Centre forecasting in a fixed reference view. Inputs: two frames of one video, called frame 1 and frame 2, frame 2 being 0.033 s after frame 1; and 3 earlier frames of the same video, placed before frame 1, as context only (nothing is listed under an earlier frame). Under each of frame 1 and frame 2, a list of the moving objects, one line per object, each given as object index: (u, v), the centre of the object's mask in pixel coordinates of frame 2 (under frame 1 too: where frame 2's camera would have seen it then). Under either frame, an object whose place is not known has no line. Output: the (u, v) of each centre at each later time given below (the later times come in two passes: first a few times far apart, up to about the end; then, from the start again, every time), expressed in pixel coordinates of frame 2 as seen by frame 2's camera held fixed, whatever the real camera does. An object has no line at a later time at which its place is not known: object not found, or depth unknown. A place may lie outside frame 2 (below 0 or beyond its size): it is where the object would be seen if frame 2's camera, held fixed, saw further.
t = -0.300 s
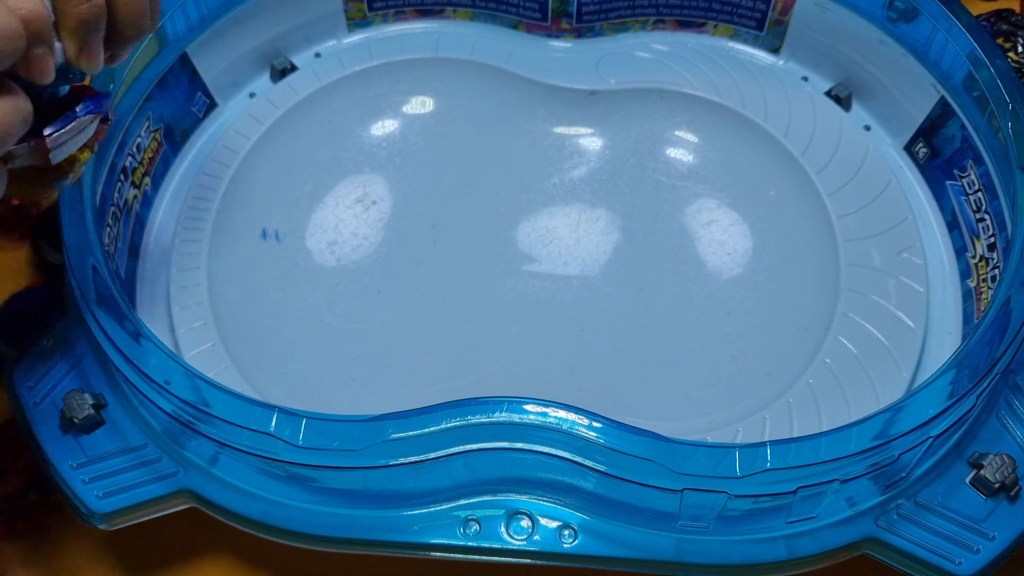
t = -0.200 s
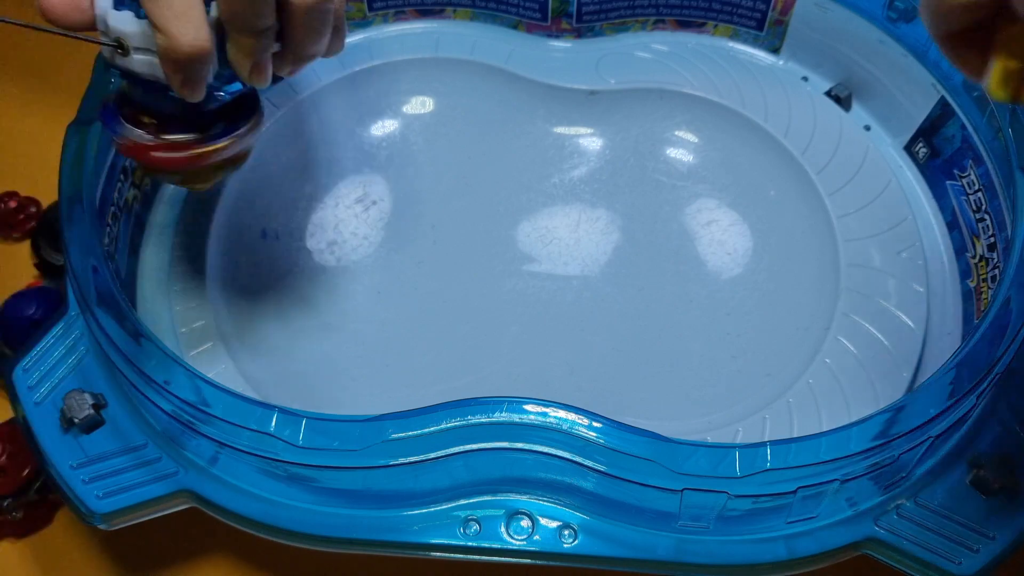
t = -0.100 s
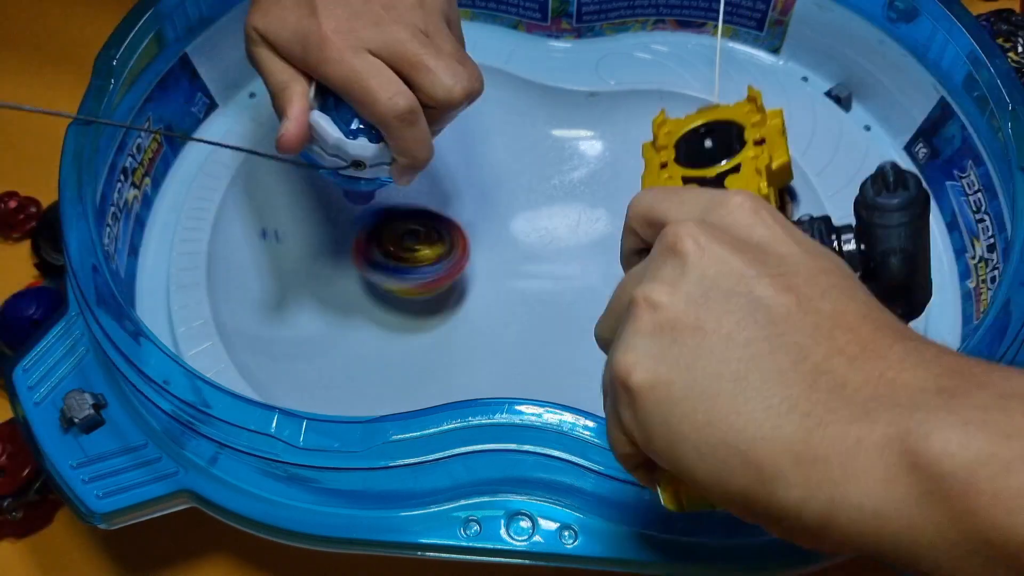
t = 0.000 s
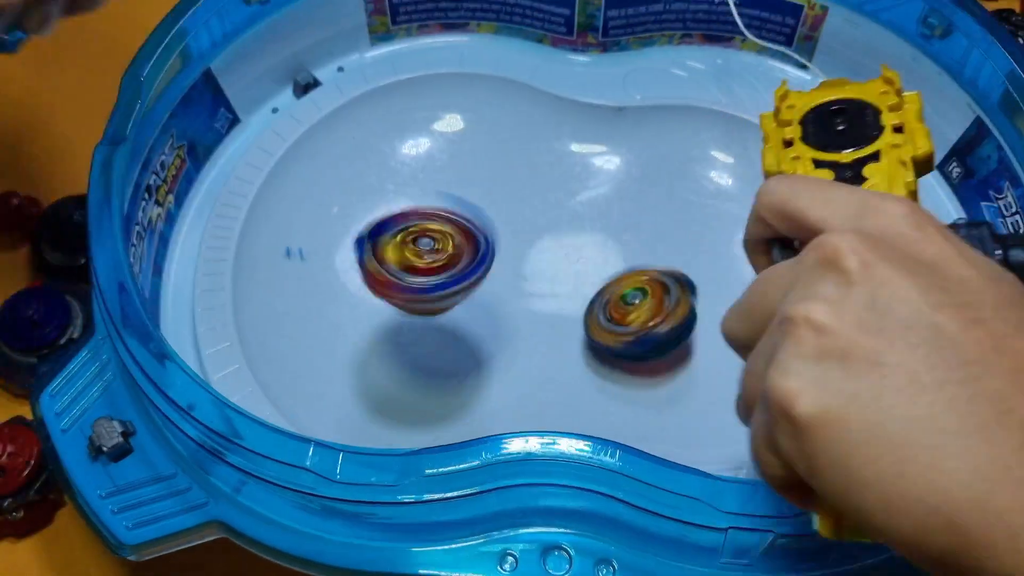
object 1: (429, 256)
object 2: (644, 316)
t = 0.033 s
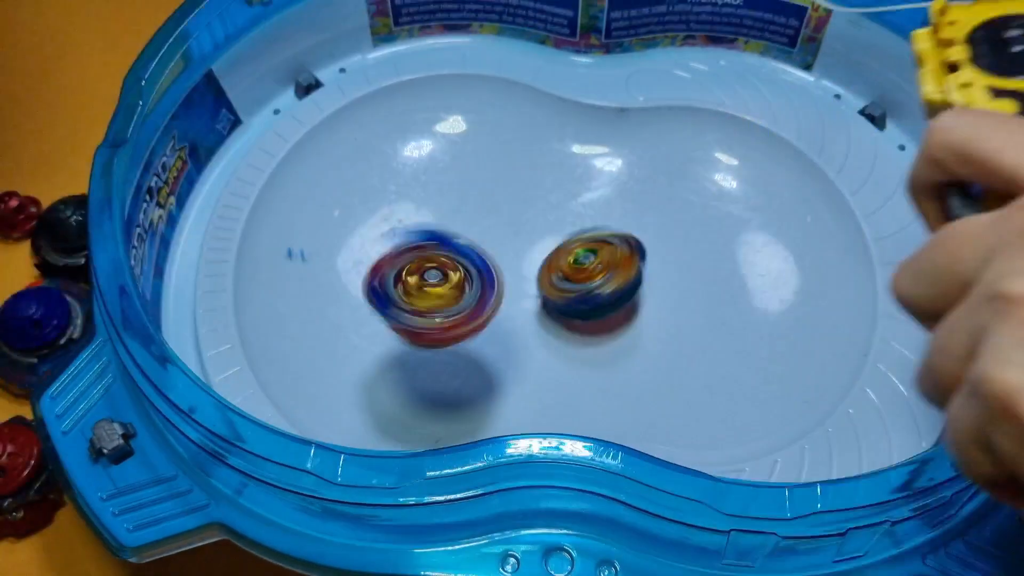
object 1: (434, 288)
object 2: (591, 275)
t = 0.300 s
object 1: (529, 236)
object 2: (346, 71)
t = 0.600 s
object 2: (321, 109)
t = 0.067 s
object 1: (444, 335)
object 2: (547, 235)
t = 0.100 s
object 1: (459, 385)
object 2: (508, 194)
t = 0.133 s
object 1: (480, 366)
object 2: (476, 159)
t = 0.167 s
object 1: (498, 340)
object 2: (444, 114)
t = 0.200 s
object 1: (522, 326)
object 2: (418, 85)
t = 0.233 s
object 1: (532, 299)
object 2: (392, 68)
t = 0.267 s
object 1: (533, 269)
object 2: (367, 63)
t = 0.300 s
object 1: (529, 236)
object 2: (346, 71)
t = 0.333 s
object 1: (515, 206)
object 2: (330, 65)
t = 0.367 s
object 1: (499, 176)
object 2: (316, 67)
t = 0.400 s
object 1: (473, 149)
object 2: (319, 72)
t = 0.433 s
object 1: (445, 121)
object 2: (325, 78)
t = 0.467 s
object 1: (427, 113)
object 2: (318, 77)
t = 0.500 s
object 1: (426, 124)
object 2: (300, 80)
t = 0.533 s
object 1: (423, 142)
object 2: (299, 79)
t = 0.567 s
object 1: (419, 164)
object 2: (308, 91)
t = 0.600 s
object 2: (321, 109)
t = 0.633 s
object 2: (338, 116)
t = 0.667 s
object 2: (357, 133)
